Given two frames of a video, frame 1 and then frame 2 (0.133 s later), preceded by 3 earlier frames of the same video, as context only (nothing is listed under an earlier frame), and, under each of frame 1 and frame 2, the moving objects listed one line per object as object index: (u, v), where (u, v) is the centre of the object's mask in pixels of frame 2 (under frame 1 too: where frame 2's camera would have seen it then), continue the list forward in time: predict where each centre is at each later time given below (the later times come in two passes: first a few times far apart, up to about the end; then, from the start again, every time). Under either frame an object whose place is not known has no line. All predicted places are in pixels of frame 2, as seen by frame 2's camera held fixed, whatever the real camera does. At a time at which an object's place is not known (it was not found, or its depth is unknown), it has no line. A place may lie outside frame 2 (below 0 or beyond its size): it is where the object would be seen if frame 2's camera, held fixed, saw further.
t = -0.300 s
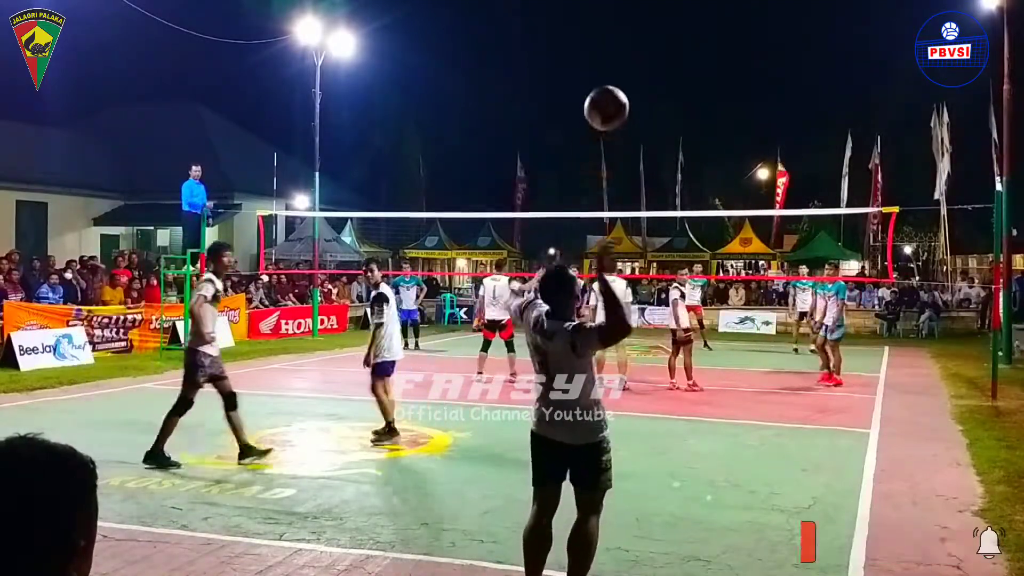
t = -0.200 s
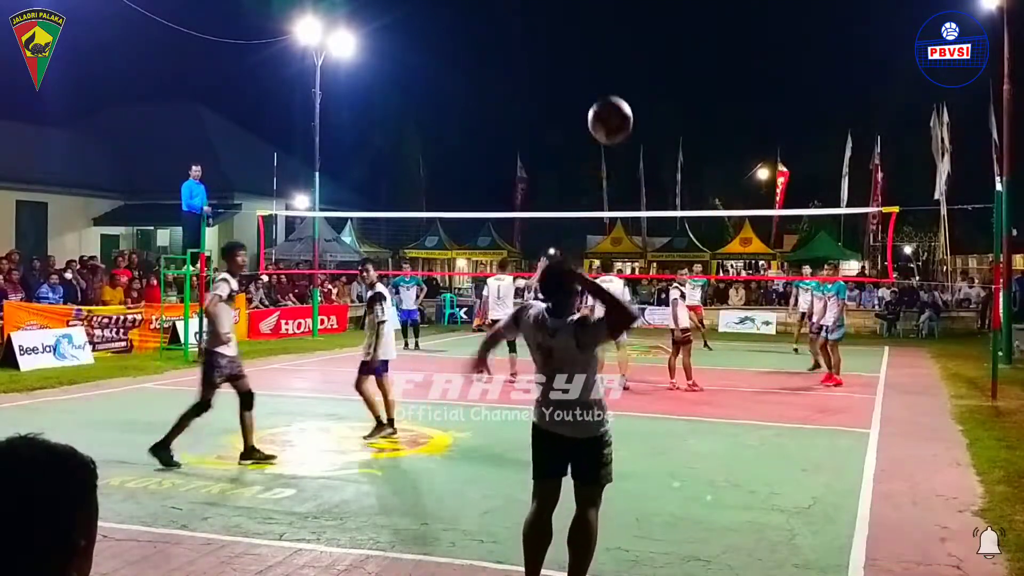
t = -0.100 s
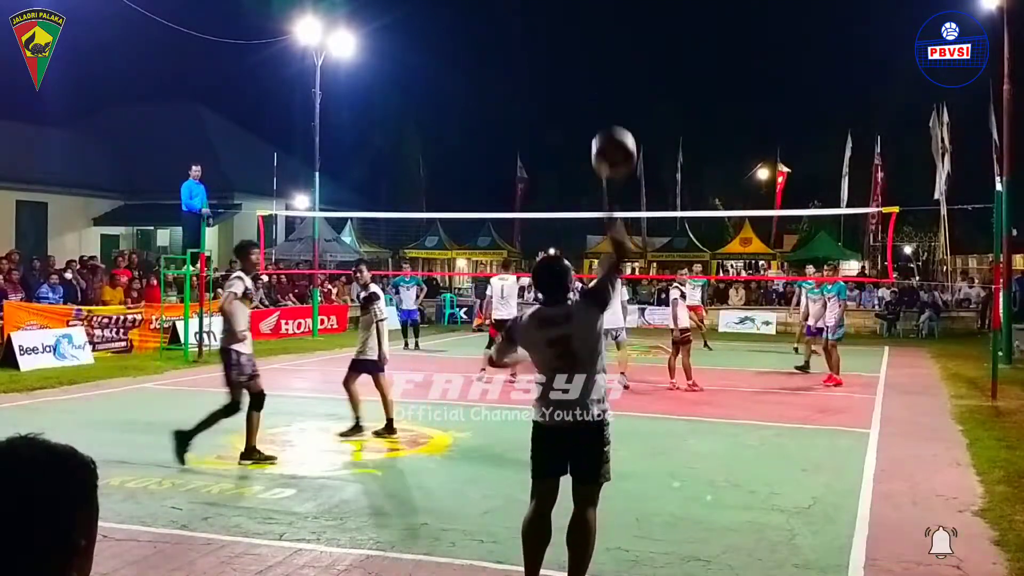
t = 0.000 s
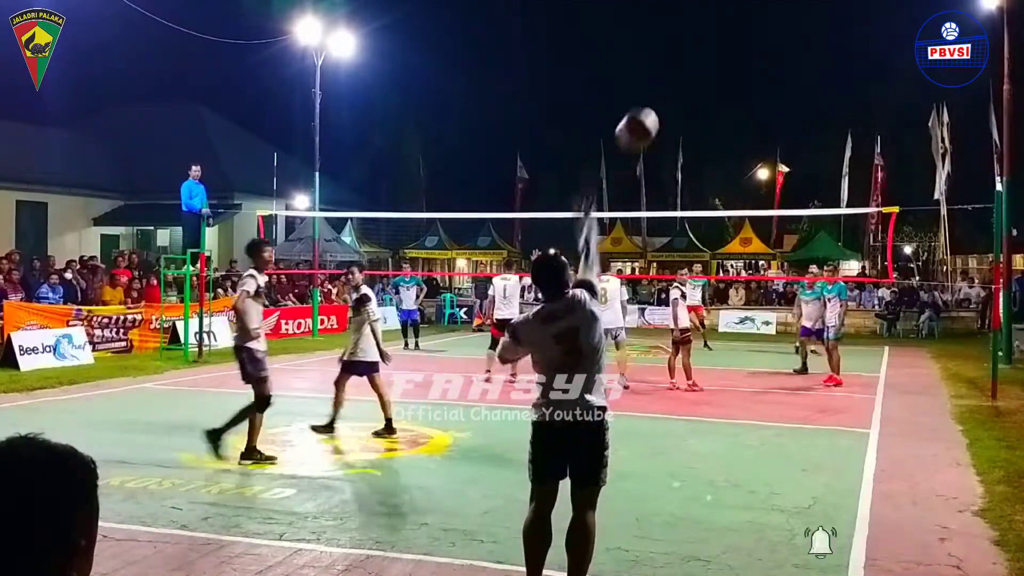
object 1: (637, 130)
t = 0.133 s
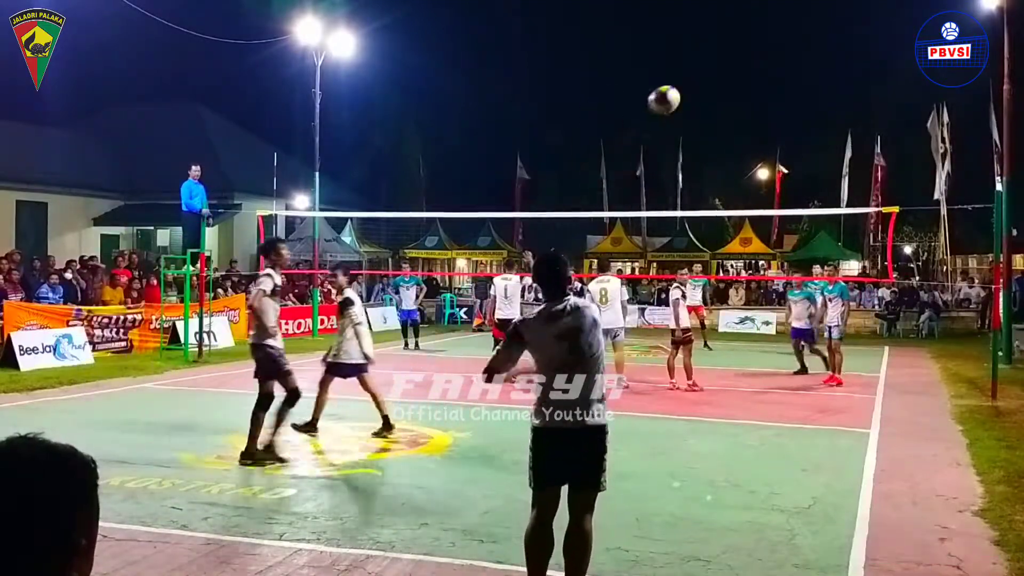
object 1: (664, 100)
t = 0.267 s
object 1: (685, 101)
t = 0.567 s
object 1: (710, 156)
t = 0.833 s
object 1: (712, 226)
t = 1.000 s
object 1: (711, 267)
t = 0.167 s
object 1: (669, 98)
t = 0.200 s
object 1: (675, 98)
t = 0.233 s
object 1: (680, 99)
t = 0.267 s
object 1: (685, 101)
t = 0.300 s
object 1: (689, 104)
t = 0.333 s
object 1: (692, 109)
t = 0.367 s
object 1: (696, 114)
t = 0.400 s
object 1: (699, 120)
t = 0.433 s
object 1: (702, 126)
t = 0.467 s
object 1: (704, 133)
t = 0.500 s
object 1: (706, 140)
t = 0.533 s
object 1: (708, 148)
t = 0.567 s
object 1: (710, 156)
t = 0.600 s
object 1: (711, 164)
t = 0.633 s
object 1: (712, 173)
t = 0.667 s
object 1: (712, 181)
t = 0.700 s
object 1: (713, 190)
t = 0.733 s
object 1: (713, 199)
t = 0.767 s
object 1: (713, 205)
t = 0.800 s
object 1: (713, 221)
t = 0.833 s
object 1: (712, 226)
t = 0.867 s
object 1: (712, 235)
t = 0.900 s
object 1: (712, 243)
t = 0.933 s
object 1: (711, 252)
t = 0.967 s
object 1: (710, 261)
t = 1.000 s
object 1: (711, 267)
